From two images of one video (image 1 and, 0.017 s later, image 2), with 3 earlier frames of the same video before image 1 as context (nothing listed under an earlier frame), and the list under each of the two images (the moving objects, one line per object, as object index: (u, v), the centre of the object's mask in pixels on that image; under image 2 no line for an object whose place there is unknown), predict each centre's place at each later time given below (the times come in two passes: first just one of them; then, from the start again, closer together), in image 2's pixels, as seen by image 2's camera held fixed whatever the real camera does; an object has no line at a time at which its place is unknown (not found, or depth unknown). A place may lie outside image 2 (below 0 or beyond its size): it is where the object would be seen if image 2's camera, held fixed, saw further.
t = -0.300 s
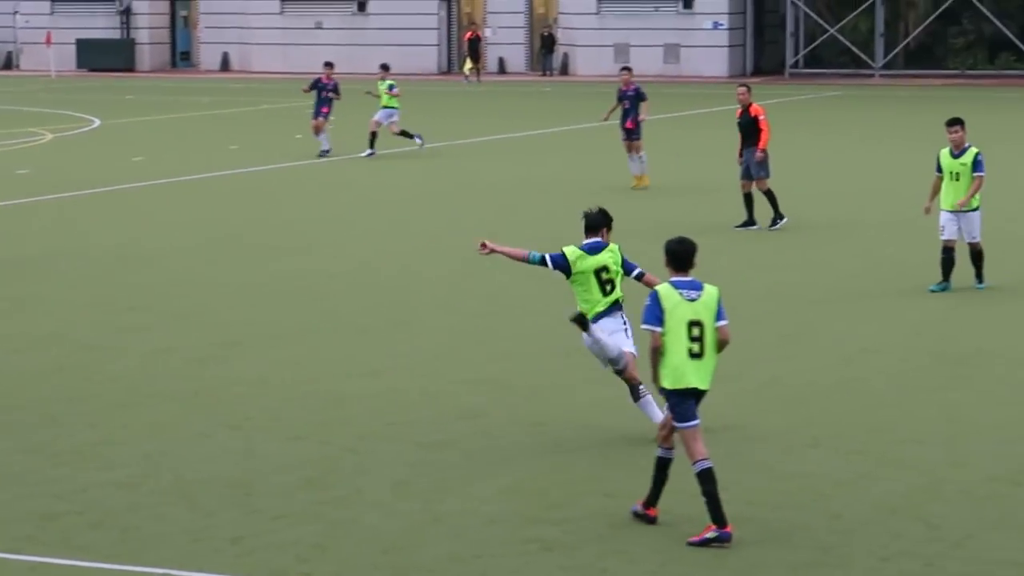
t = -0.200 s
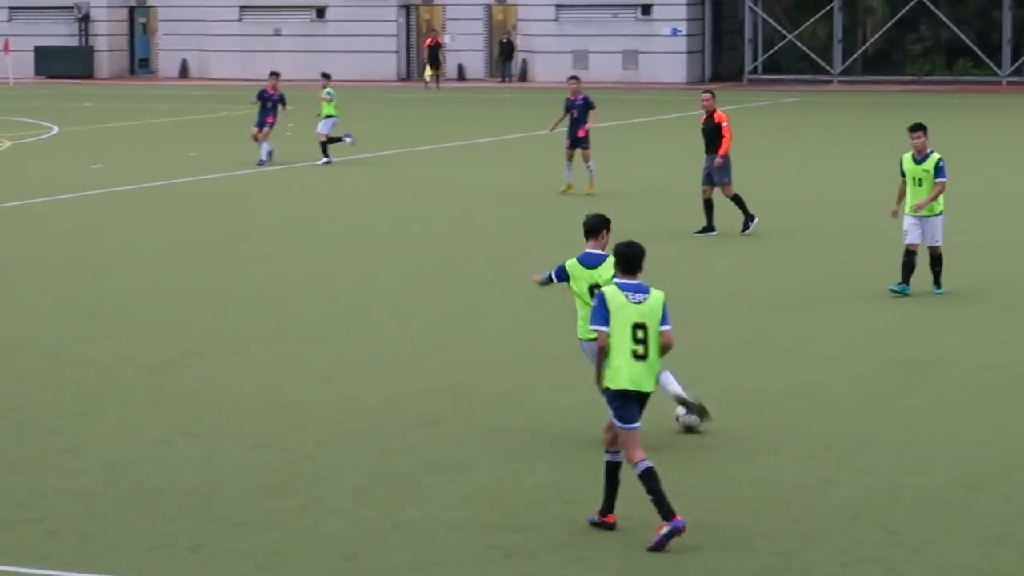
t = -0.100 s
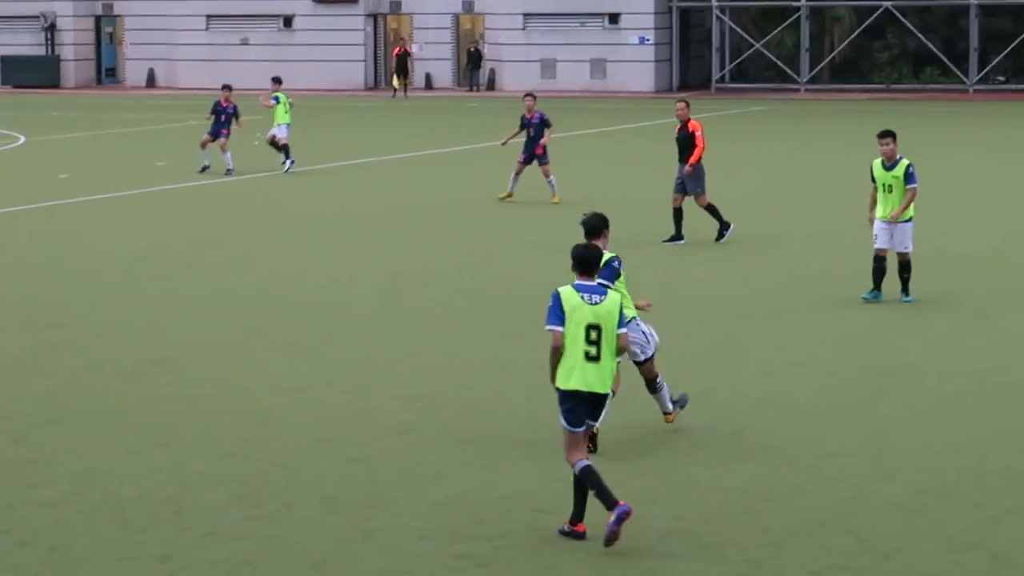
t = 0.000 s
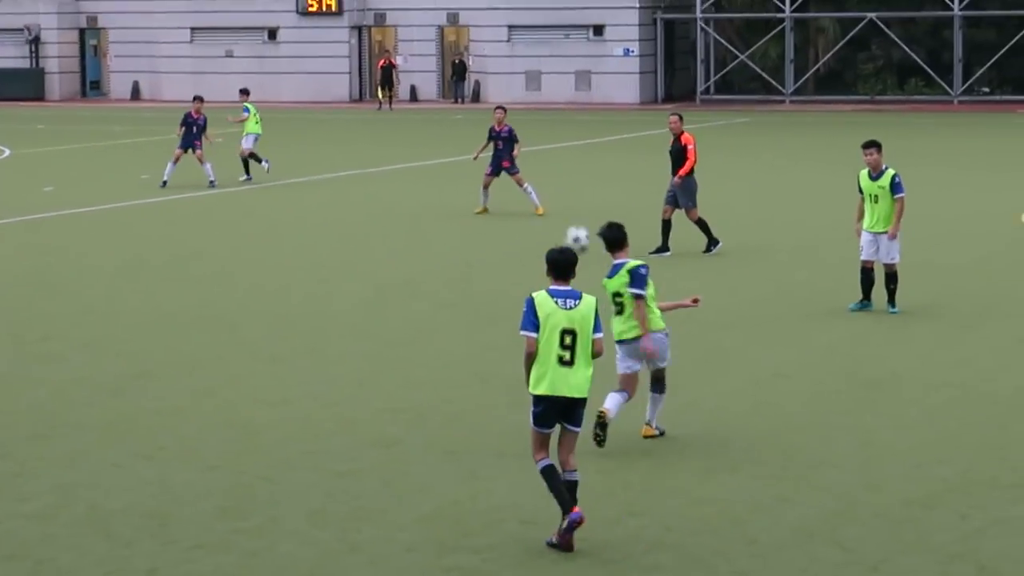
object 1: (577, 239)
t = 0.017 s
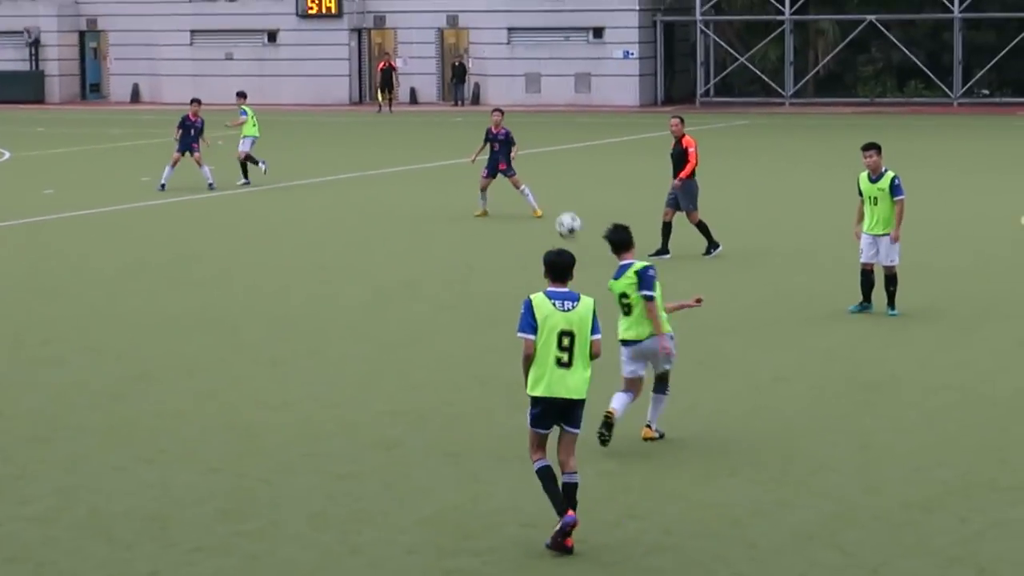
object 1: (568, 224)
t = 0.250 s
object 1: (475, 59)
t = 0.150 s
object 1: (511, 119)
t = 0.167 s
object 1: (505, 108)
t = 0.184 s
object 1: (499, 98)
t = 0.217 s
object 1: (487, 77)
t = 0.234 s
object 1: (481, 68)
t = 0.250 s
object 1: (475, 59)
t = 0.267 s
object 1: (470, 50)
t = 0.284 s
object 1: (464, 42)
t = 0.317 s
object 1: (455, 27)
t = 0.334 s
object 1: (450, 18)
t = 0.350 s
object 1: (444, 13)
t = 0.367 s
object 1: (439, 7)
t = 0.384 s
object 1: (435, 0)
